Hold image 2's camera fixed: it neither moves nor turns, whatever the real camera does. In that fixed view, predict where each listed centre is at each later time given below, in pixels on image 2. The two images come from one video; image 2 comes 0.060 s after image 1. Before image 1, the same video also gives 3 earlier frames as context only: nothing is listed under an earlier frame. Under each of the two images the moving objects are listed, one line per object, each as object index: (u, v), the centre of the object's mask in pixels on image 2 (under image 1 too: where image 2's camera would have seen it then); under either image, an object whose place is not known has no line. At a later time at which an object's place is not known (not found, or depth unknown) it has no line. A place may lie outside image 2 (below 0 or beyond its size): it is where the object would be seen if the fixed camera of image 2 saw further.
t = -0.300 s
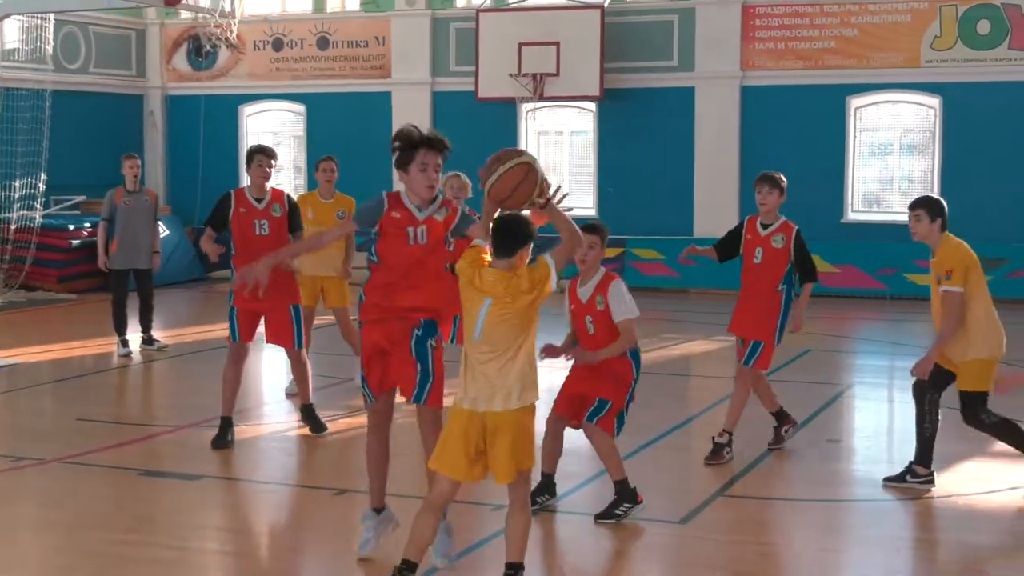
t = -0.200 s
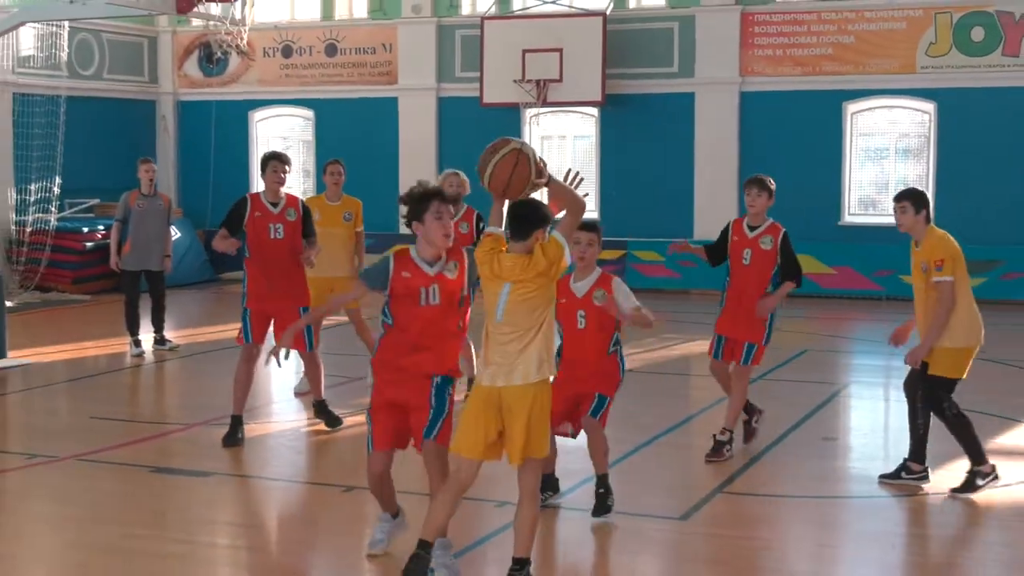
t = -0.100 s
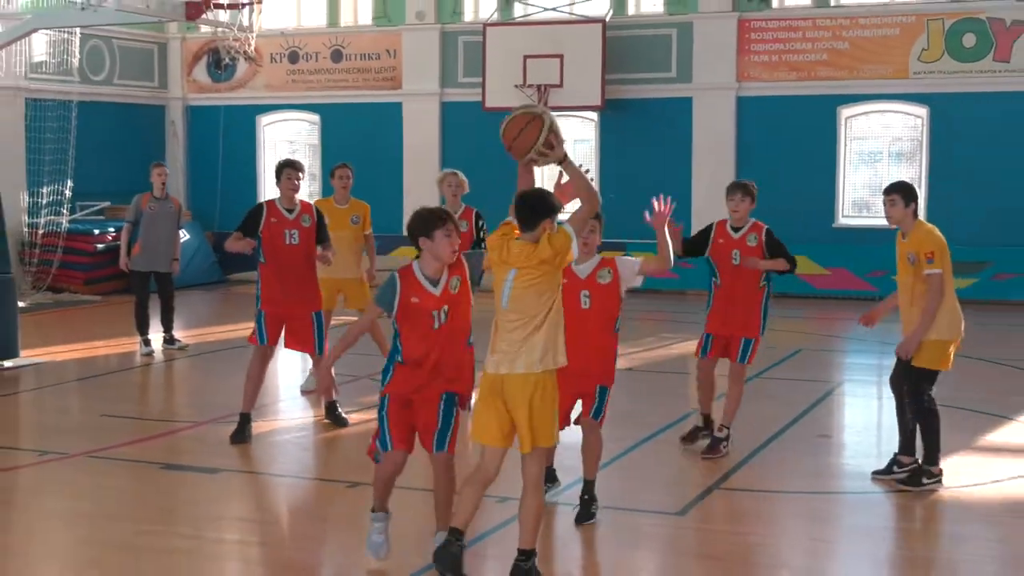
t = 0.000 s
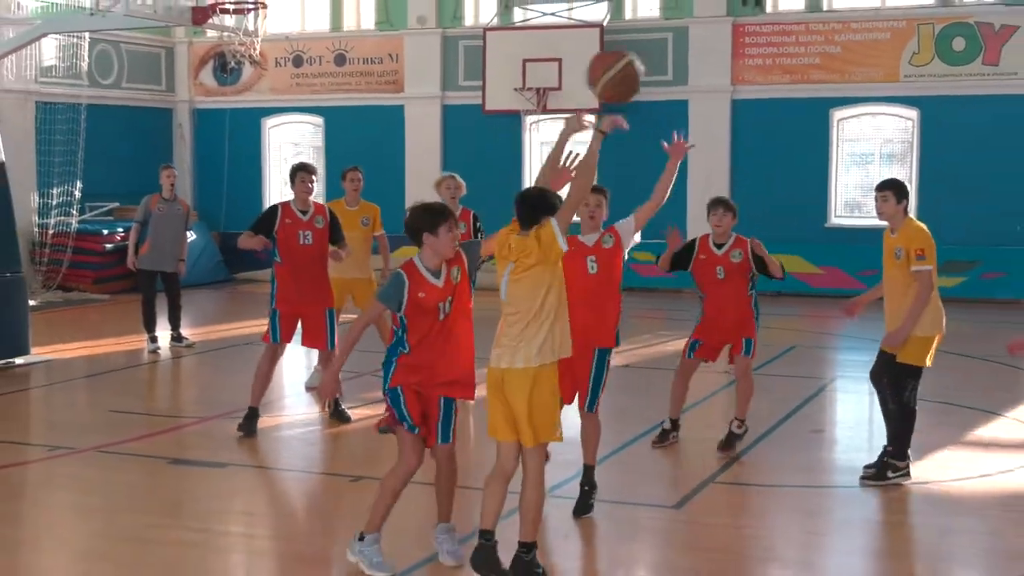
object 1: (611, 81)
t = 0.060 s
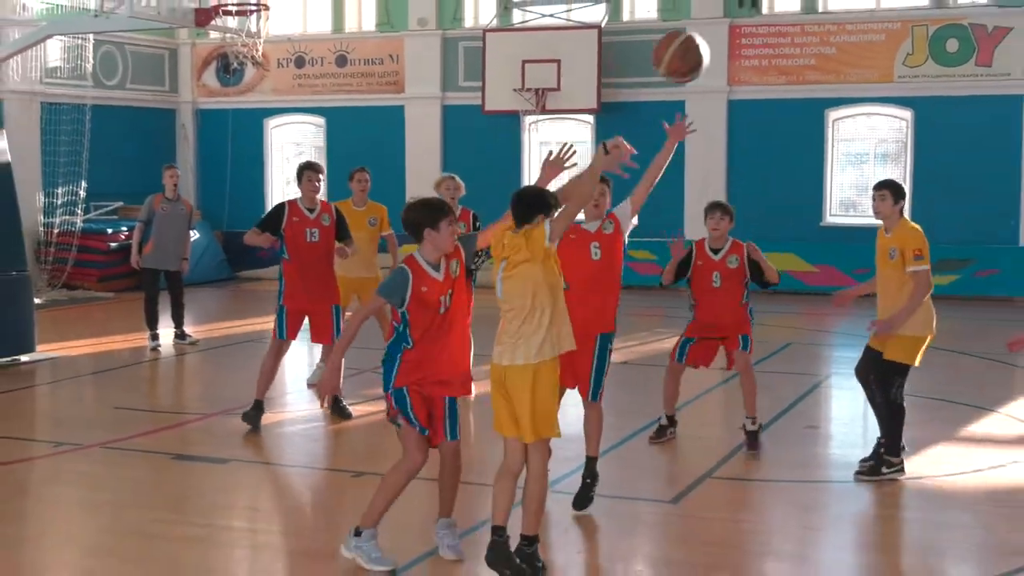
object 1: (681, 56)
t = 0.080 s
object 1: (703, 51)
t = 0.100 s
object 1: (724, 47)
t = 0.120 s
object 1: (745, 45)
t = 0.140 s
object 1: (765, 43)
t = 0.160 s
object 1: (782, 42)
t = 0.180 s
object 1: (800, 43)
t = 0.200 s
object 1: (815, 44)
